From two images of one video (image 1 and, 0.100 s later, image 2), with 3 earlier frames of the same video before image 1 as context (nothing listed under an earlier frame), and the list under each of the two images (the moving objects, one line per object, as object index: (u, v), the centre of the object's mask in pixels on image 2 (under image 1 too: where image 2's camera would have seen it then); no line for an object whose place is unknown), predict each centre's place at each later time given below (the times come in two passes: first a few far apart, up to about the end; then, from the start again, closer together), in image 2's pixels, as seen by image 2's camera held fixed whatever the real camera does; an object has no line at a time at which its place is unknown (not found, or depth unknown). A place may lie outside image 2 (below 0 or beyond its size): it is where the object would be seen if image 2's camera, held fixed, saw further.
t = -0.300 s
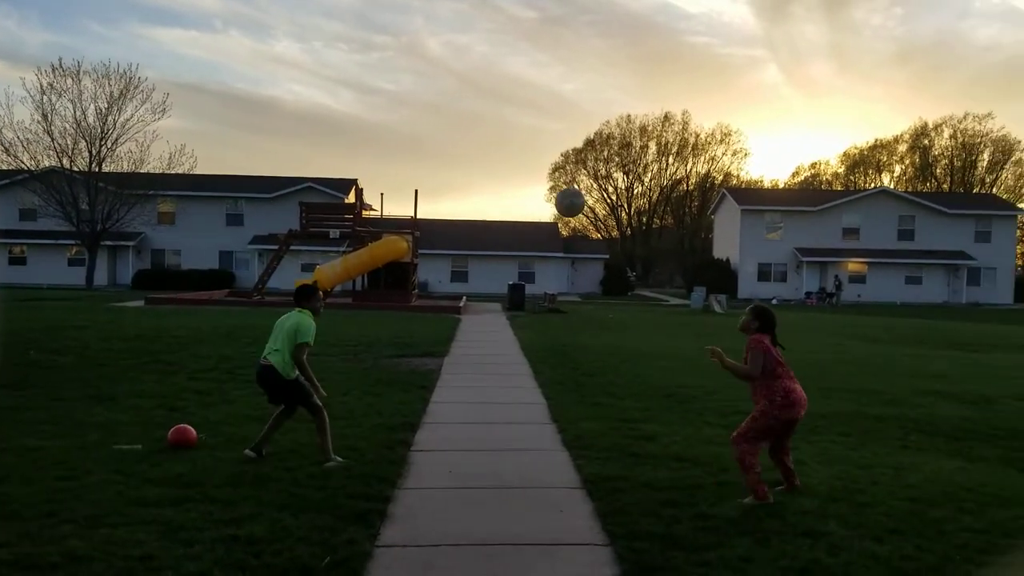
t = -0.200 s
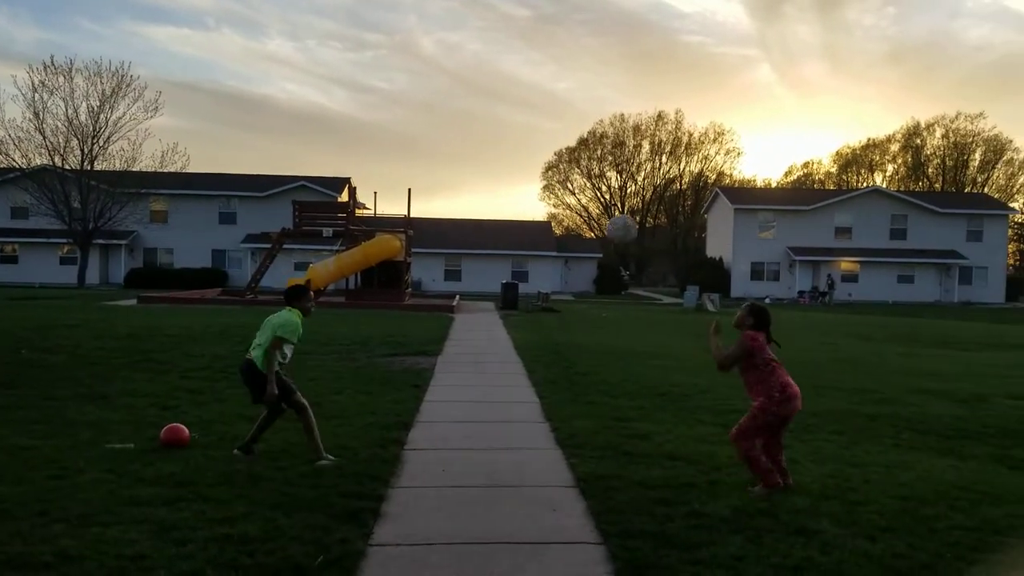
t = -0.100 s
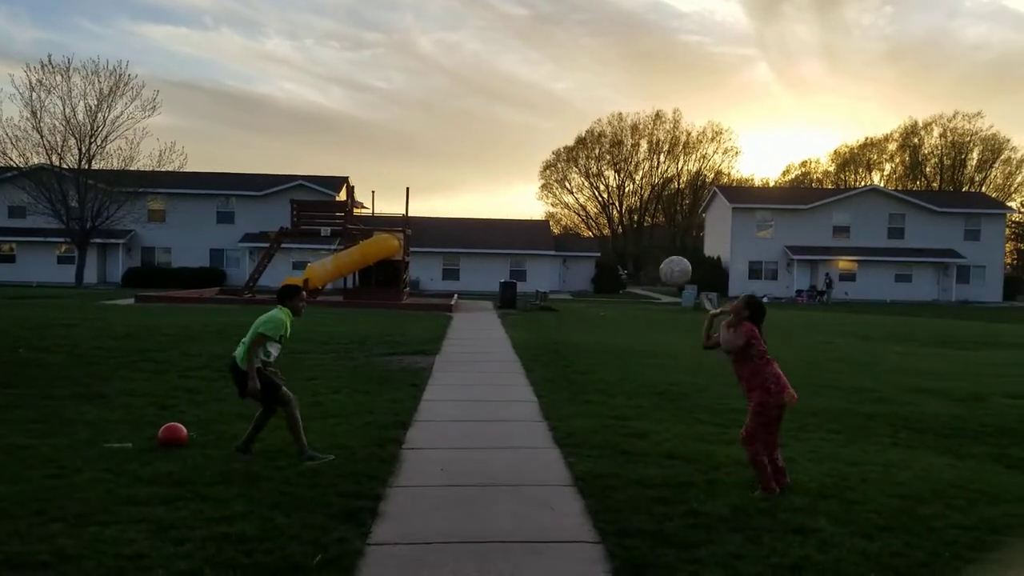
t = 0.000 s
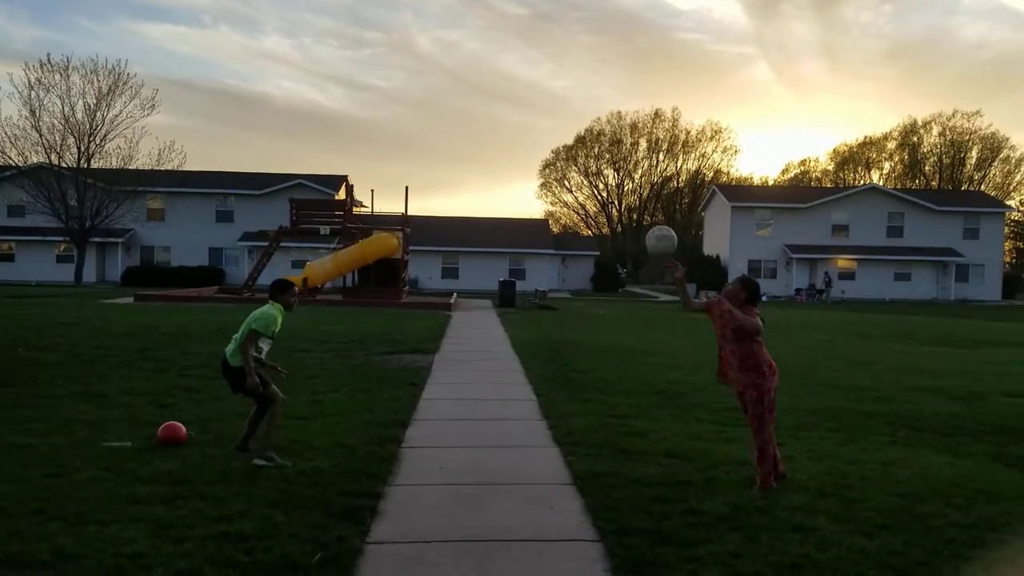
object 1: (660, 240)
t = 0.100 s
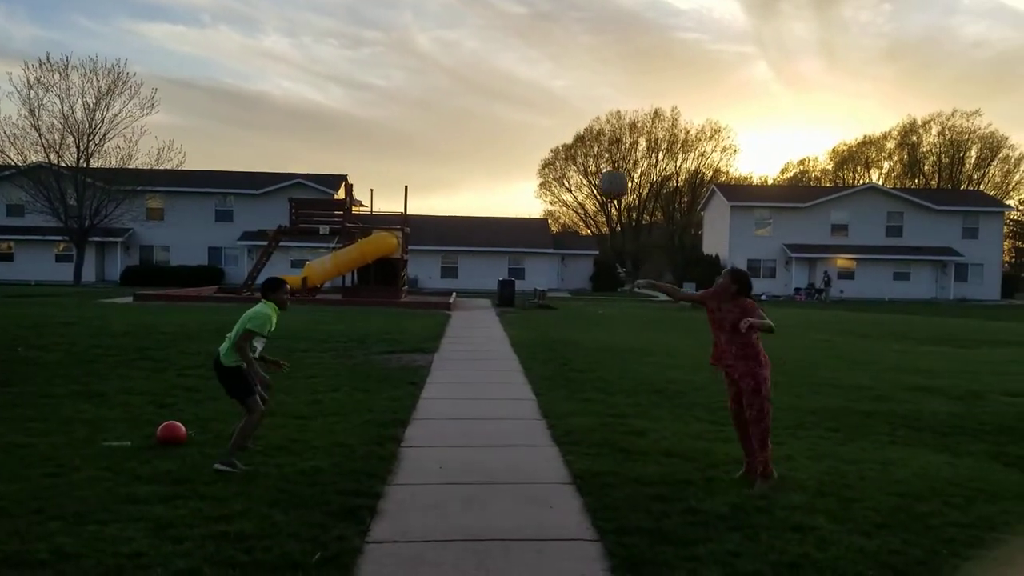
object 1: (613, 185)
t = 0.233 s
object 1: (552, 137)
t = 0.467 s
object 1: (454, 114)
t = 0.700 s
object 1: (366, 158)
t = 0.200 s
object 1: (567, 146)
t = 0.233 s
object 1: (552, 137)
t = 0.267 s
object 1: (538, 129)
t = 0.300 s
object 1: (523, 122)
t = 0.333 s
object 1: (509, 118)
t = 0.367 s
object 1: (495, 114)
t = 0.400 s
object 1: (481, 113)
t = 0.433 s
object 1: (467, 112)
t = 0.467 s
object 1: (454, 114)
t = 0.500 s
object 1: (441, 116)
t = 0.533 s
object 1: (428, 120)
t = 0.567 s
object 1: (415, 125)
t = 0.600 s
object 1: (402, 132)
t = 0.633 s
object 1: (390, 139)
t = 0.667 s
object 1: (378, 148)
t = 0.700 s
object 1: (366, 158)
